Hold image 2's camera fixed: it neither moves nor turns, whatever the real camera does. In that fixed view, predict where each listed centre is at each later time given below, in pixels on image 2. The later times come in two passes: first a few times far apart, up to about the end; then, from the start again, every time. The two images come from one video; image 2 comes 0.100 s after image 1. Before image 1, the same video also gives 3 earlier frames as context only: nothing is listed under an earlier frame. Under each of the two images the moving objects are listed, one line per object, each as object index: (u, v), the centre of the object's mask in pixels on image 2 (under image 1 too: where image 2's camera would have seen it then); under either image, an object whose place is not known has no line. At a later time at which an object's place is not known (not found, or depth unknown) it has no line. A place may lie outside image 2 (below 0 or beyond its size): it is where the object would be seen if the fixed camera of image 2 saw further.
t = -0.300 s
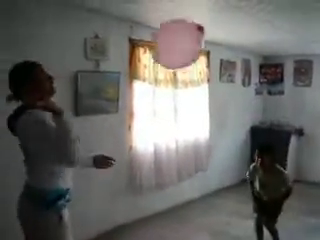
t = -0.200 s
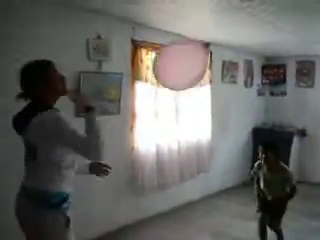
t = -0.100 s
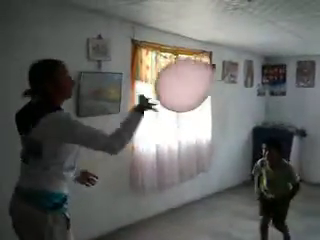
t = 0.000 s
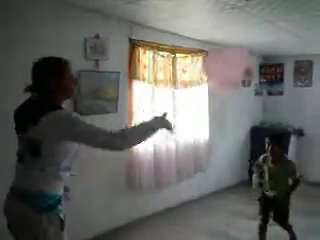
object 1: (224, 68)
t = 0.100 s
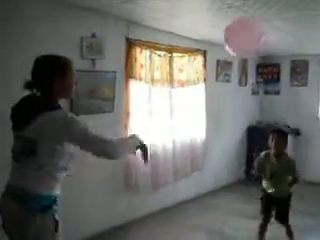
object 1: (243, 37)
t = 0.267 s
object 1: (247, 29)
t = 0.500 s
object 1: (238, 32)
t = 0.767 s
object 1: (224, 49)
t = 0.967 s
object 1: (219, 63)
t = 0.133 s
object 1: (247, 33)
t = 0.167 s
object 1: (247, 31)
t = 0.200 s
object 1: (248, 29)
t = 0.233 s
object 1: (248, 29)
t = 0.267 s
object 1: (247, 29)
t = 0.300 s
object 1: (247, 29)
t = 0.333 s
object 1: (245, 29)
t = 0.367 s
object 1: (244, 29)
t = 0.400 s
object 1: (242, 30)
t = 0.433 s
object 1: (240, 30)
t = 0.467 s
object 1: (239, 31)
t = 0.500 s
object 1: (238, 32)
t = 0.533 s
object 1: (234, 36)
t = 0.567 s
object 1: (233, 37)
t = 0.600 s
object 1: (231, 38)
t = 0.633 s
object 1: (230, 40)
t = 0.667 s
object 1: (229, 41)
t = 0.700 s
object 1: (228, 42)
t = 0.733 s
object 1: (225, 45)
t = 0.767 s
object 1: (224, 49)
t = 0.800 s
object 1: (224, 52)
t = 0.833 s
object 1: (223, 54)
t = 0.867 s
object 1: (222, 55)
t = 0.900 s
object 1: (220, 59)
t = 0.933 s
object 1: (220, 62)
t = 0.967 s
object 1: (219, 63)
